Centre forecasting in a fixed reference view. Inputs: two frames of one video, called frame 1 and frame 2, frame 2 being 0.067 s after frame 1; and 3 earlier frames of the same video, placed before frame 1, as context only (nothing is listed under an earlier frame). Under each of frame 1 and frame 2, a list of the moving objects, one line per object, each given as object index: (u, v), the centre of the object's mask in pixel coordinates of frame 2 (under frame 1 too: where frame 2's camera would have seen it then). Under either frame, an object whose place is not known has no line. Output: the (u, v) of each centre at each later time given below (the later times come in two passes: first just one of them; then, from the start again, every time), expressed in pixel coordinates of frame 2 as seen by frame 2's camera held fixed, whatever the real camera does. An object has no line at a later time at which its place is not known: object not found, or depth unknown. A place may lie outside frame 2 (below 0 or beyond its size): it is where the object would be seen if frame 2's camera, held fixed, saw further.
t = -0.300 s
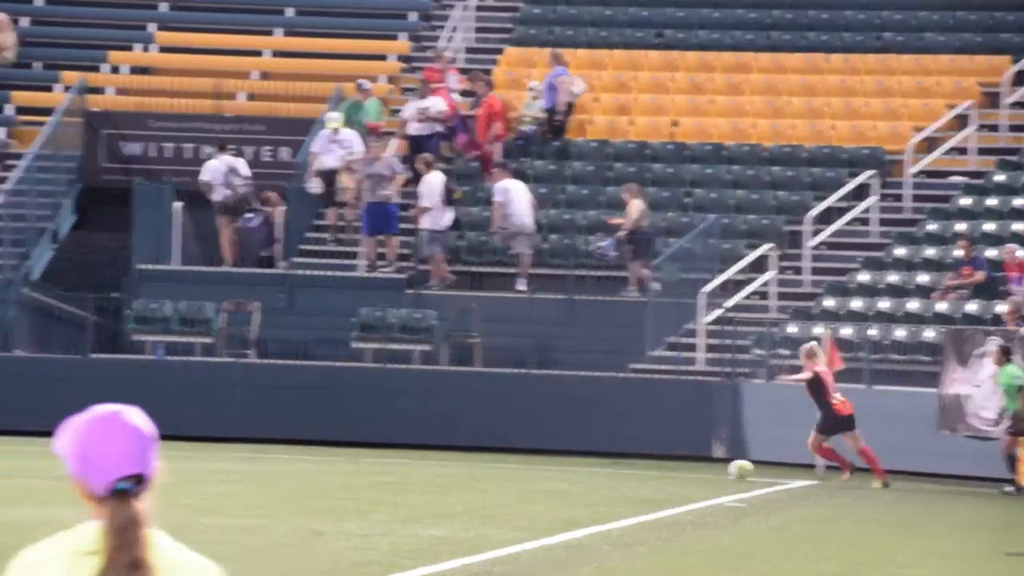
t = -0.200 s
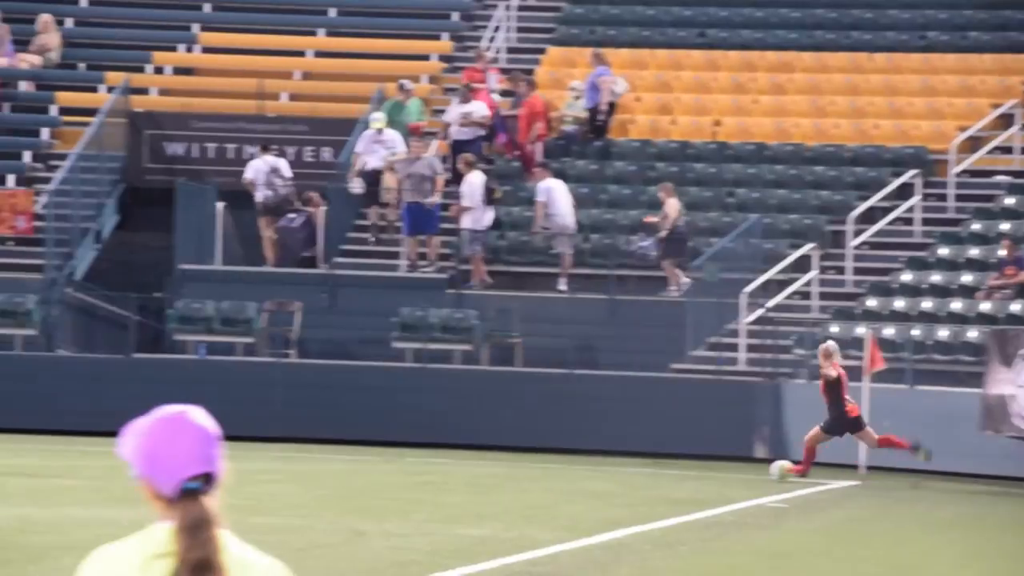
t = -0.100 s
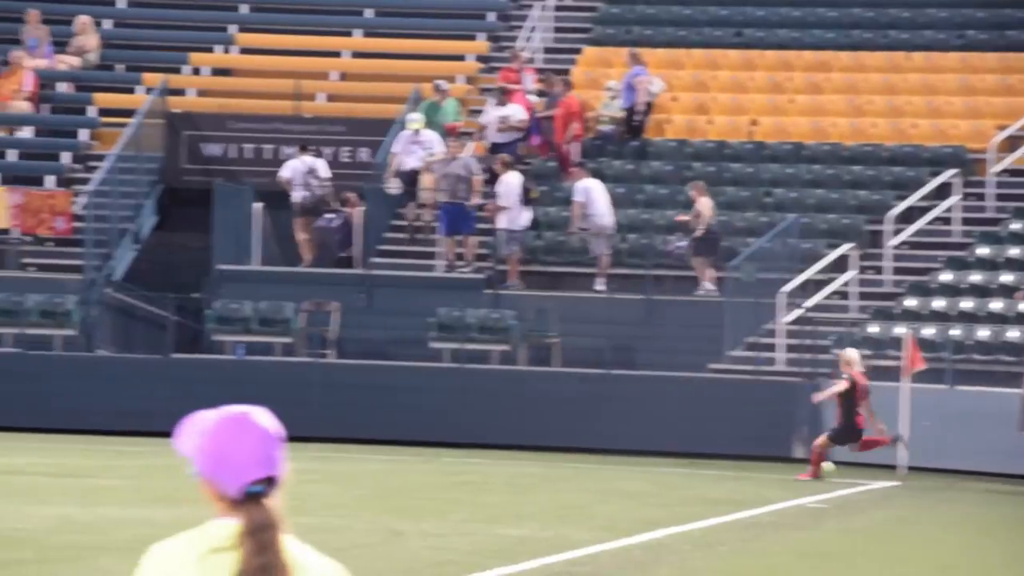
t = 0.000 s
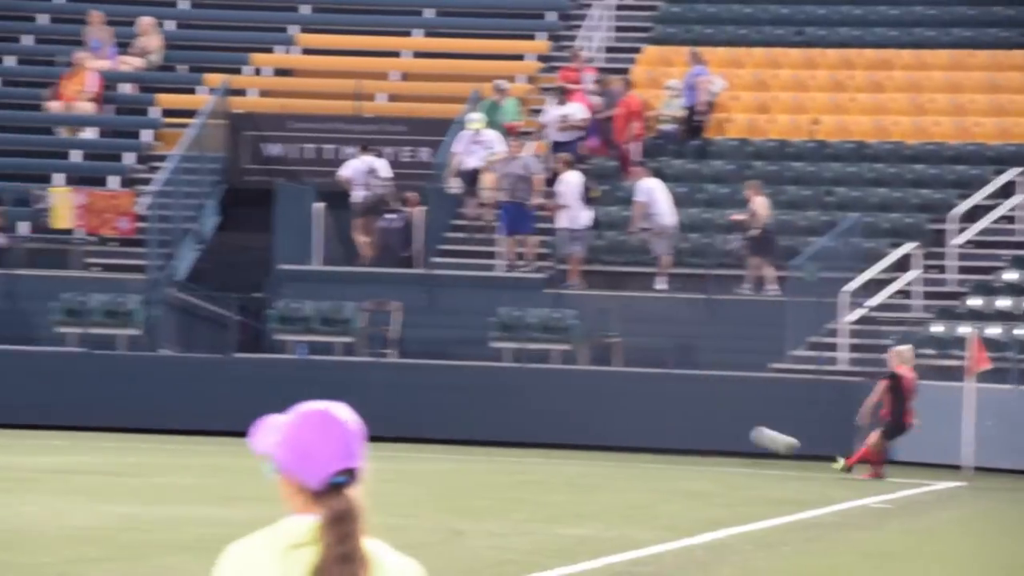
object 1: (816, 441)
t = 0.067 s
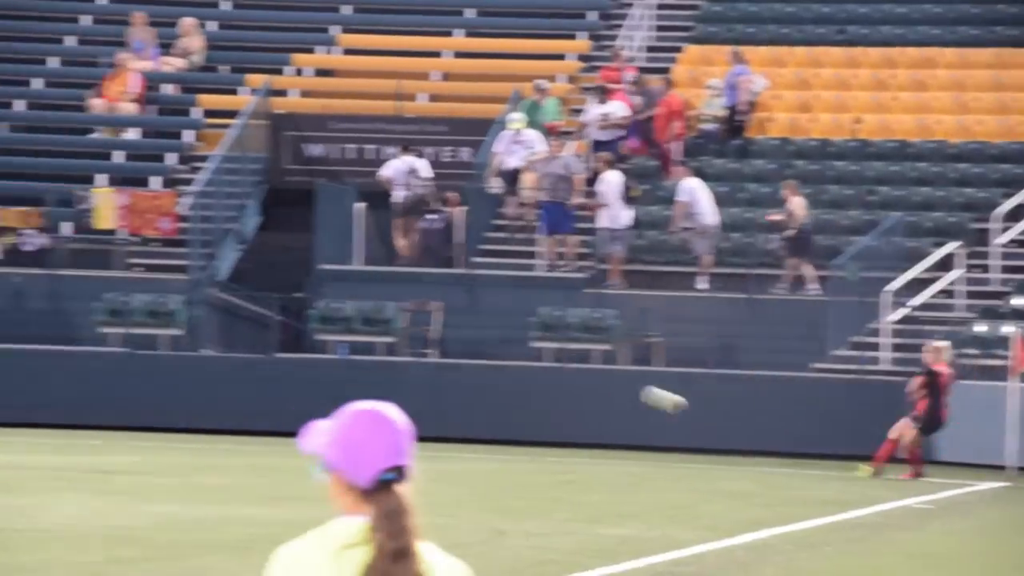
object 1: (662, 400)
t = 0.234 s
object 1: (309, 307)
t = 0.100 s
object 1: (589, 380)
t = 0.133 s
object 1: (519, 361)
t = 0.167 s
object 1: (447, 343)
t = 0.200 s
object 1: (377, 324)
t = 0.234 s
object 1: (309, 307)
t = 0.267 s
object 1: (242, 289)
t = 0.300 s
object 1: (175, 271)
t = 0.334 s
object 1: (108, 255)
